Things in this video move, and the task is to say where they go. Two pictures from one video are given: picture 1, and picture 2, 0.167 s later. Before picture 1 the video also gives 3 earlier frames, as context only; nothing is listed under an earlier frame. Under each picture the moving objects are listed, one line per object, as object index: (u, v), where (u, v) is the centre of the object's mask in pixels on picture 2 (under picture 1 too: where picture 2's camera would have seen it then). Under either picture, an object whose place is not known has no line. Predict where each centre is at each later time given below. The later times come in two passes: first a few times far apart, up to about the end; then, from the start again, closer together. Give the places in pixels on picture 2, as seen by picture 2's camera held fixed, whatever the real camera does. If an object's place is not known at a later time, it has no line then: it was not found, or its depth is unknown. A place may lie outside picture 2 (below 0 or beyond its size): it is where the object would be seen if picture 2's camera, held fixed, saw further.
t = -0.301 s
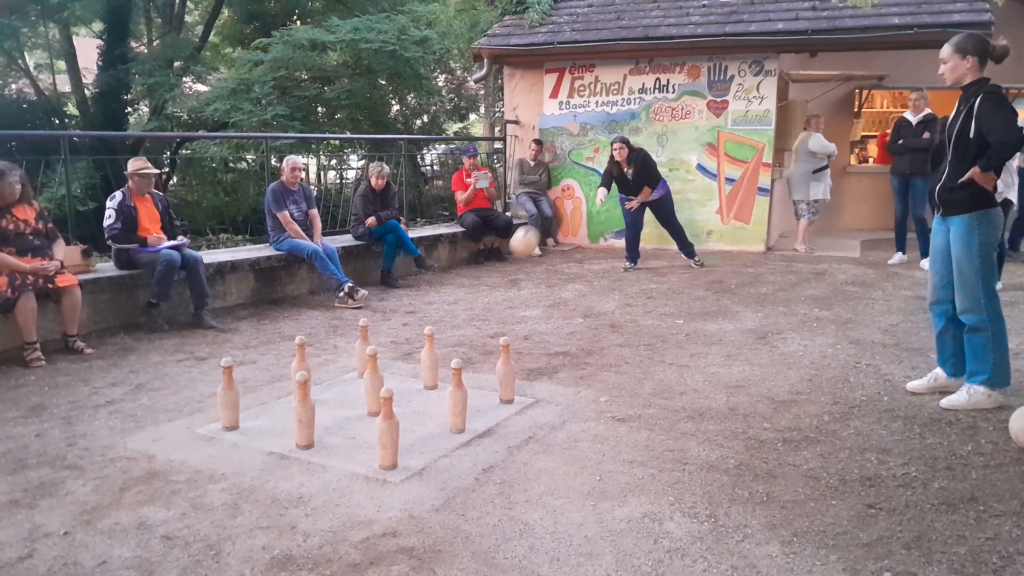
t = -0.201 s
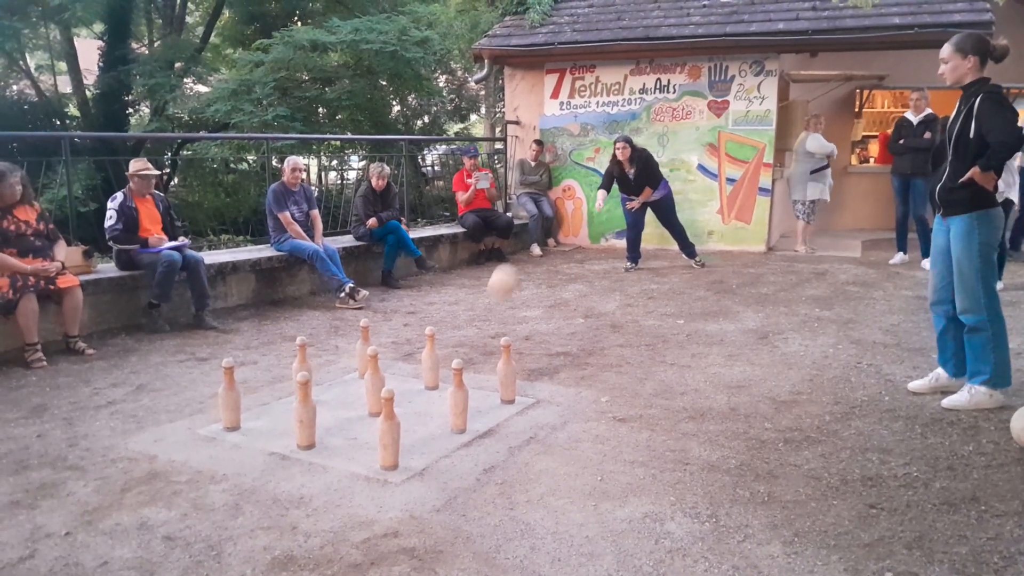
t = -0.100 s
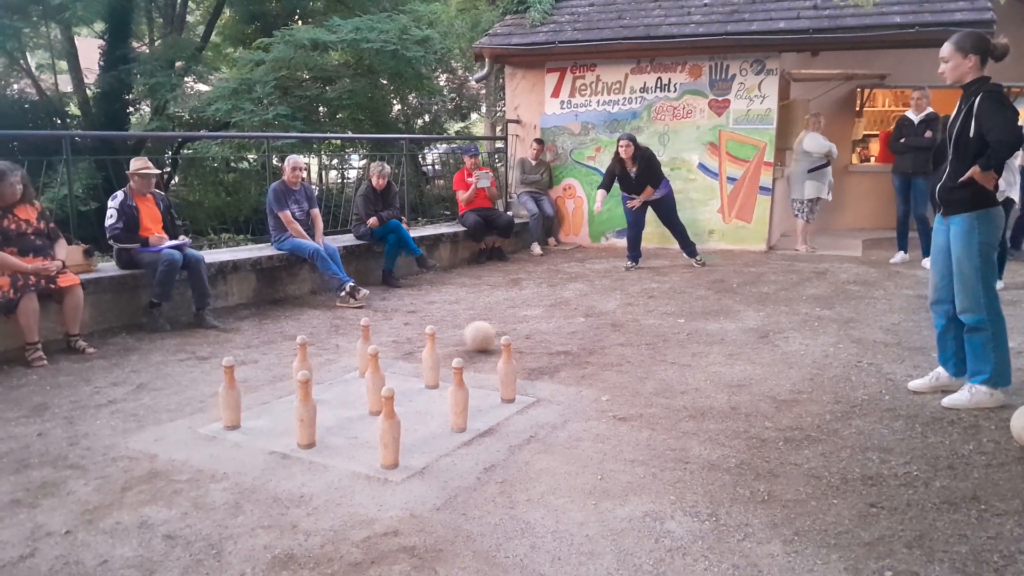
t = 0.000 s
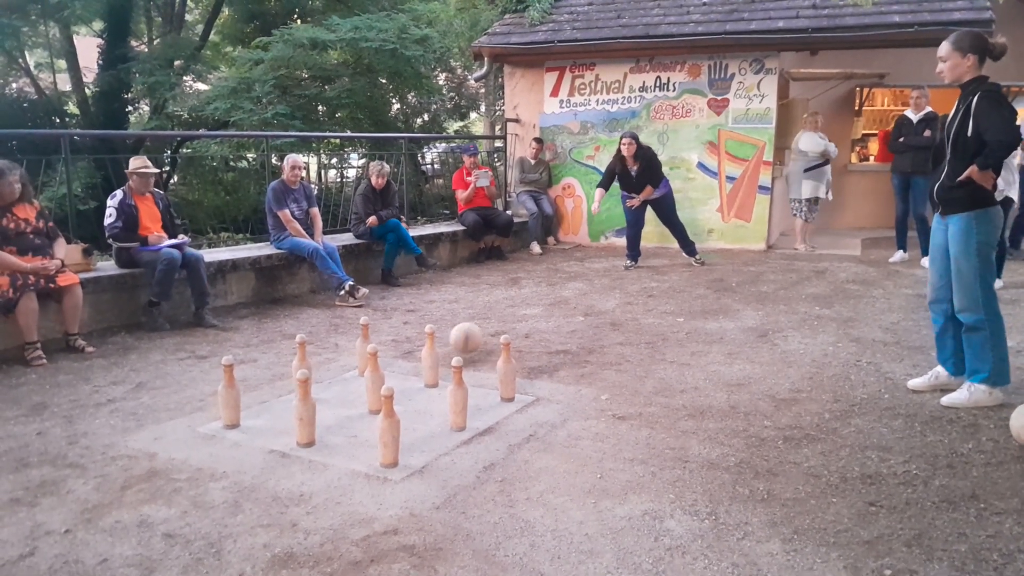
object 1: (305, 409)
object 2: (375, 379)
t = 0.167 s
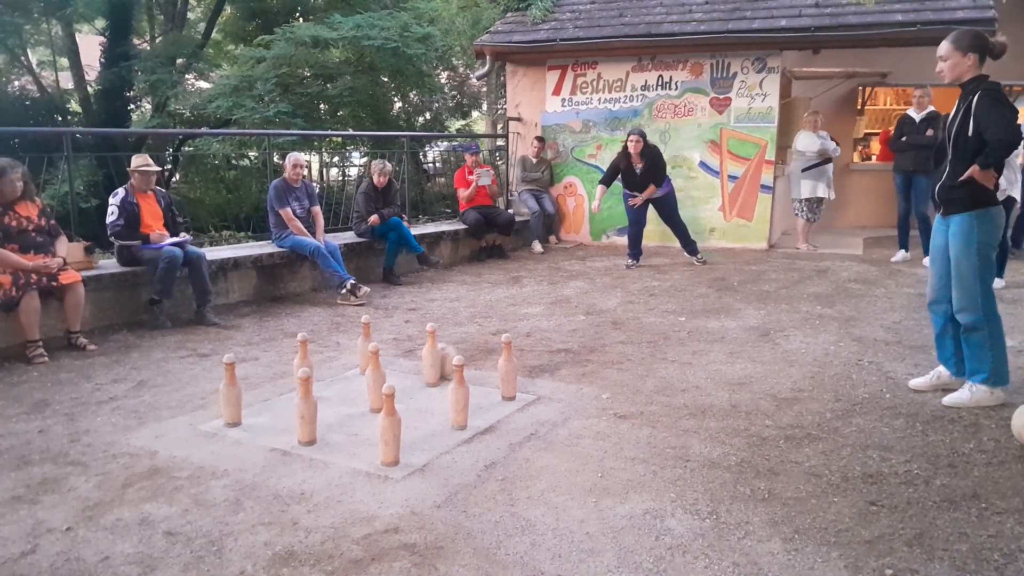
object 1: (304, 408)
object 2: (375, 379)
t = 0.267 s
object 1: (305, 409)
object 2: (375, 379)
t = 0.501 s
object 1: (305, 409)
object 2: (375, 375)
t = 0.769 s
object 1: (305, 409)
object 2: (365, 383)
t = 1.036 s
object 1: (305, 409)
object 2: (343, 412)
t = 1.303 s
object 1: (296, 413)
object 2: (339, 416)
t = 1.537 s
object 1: (294, 413)
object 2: (338, 415)
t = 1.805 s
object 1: (293, 414)
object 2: (337, 415)
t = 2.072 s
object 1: (279, 424)
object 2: (333, 415)
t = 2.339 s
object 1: (263, 448)
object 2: (332, 416)
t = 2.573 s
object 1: (265, 448)
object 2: (332, 415)
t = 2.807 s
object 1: (265, 448)
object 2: (332, 415)
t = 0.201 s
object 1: (305, 409)
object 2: (375, 379)
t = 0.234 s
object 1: (305, 409)
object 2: (375, 379)
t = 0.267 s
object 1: (305, 409)
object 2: (375, 379)
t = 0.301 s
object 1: (305, 409)
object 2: (375, 380)
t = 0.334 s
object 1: (305, 409)
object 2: (375, 379)
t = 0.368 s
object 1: (305, 409)
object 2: (375, 379)
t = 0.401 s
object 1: (305, 409)
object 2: (375, 378)
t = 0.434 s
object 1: (305, 409)
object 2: (374, 378)
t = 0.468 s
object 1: (305, 409)
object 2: (375, 375)
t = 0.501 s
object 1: (305, 409)
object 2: (375, 375)
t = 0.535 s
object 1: (305, 409)
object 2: (375, 376)
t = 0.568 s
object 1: (305, 409)
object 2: (375, 378)
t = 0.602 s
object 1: (305, 409)
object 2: (375, 379)
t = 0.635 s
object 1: (305, 409)
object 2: (375, 379)
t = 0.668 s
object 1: (305, 409)
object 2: (374, 380)
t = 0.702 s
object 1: (305, 409)
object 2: (371, 382)
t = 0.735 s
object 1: (305, 409)
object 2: (368, 383)
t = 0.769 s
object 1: (305, 409)
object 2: (365, 383)
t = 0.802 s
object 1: (305, 409)
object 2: (362, 386)
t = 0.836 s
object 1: (305, 409)
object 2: (359, 389)
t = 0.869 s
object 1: (305, 409)
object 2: (357, 391)
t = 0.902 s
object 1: (305, 409)
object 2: (353, 392)
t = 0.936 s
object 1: (305, 409)
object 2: (353, 397)
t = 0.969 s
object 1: (305, 408)
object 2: (350, 400)
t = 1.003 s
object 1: (305, 409)
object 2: (344, 404)
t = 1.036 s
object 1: (305, 409)
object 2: (343, 412)
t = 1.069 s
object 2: (342, 417)
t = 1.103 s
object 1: (302, 410)
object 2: (340, 415)
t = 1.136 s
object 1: (300, 411)
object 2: (339, 413)
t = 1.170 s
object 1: (299, 411)
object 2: (339, 413)
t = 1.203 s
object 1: (298, 412)
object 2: (339, 414)
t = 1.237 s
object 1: (297, 413)
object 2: (339, 416)
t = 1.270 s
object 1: (297, 413)
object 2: (339, 416)
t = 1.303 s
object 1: (296, 413)
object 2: (339, 416)
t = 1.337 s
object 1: (295, 413)
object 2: (339, 416)
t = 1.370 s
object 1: (295, 413)
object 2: (338, 416)
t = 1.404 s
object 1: (295, 413)
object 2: (338, 415)
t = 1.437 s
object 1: (295, 413)
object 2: (338, 416)
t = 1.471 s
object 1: (295, 413)
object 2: (338, 415)
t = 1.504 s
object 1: (295, 413)
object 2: (338, 415)
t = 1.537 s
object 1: (294, 413)
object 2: (338, 415)
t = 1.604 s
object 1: (294, 413)
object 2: (337, 415)
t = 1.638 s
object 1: (294, 413)
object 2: (337, 415)
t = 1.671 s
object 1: (294, 413)
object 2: (337, 415)
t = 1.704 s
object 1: (294, 413)
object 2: (337, 414)
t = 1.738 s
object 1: (294, 413)
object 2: (337, 415)
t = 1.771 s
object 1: (293, 413)
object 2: (337, 415)
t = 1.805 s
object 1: (293, 414)
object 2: (337, 415)
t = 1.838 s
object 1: (292, 414)
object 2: (337, 415)
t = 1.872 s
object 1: (291, 414)
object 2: (337, 415)
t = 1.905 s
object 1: (290, 414)
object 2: (336, 415)
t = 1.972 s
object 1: (288, 416)
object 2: (336, 415)
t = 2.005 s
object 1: (286, 417)
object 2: (336, 415)
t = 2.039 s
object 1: (282, 420)
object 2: (334, 415)
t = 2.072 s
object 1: (279, 424)
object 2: (333, 415)
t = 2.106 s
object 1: (275, 428)
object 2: (332, 416)
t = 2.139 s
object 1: (272, 435)
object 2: (332, 416)
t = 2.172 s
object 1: (270, 442)
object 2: (332, 416)
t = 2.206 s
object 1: (267, 446)
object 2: (332, 416)
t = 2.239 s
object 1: (265, 444)
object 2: (332, 416)
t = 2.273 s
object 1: (264, 444)
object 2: (332, 416)
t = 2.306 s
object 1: (263, 447)
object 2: (332, 416)
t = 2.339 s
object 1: (263, 448)
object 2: (332, 416)
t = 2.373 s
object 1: (262, 449)
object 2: (332, 416)
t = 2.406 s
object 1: (262, 450)
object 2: (332, 416)
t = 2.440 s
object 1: (264, 449)
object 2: (332, 416)
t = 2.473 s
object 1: (265, 448)
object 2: (332, 416)
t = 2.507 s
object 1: (265, 448)
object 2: (332, 416)
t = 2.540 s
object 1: (265, 448)
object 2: (332, 415)
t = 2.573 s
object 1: (265, 448)
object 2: (332, 415)
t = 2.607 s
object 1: (265, 448)
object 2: (332, 416)
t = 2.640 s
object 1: (265, 448)
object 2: (332, 416)
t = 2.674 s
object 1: (265, 448)
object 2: (332, 416)
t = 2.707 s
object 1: (265, 448)
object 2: (332, 416)
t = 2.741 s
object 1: (265, 448)
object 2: (332, 415)
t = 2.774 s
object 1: (265, 448)
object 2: (332, 415)
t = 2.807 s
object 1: (265, 448)
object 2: (332, 415)
